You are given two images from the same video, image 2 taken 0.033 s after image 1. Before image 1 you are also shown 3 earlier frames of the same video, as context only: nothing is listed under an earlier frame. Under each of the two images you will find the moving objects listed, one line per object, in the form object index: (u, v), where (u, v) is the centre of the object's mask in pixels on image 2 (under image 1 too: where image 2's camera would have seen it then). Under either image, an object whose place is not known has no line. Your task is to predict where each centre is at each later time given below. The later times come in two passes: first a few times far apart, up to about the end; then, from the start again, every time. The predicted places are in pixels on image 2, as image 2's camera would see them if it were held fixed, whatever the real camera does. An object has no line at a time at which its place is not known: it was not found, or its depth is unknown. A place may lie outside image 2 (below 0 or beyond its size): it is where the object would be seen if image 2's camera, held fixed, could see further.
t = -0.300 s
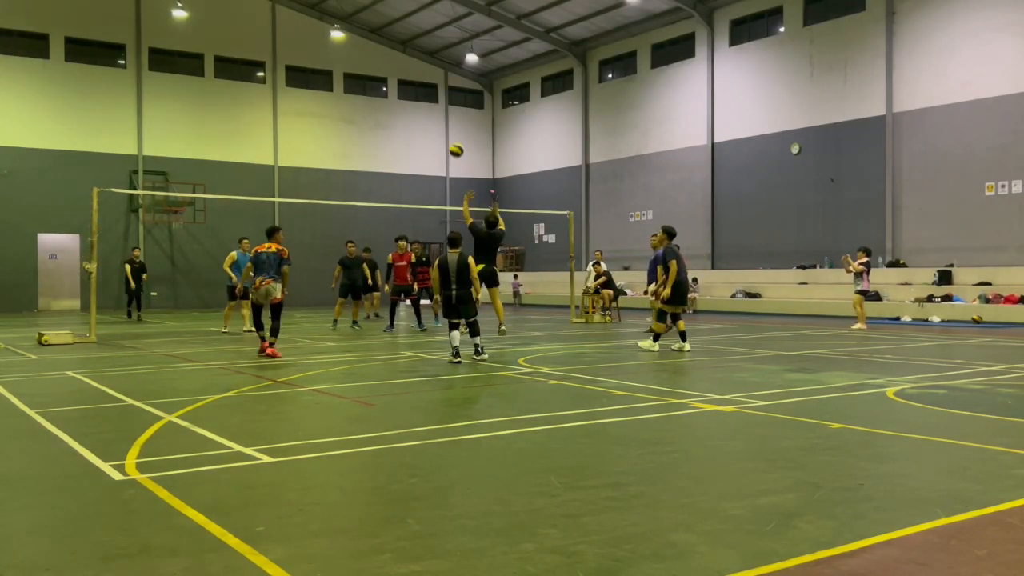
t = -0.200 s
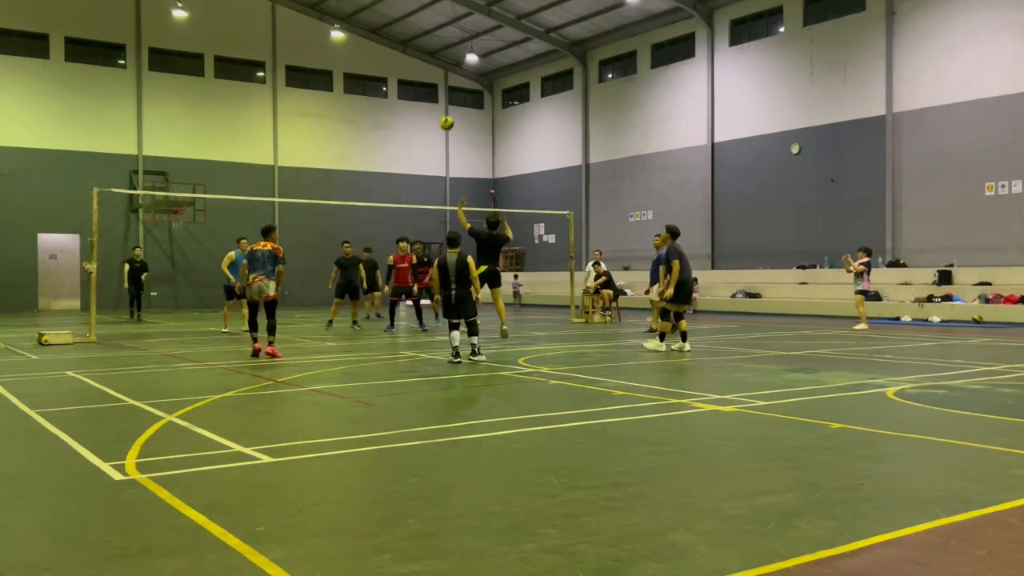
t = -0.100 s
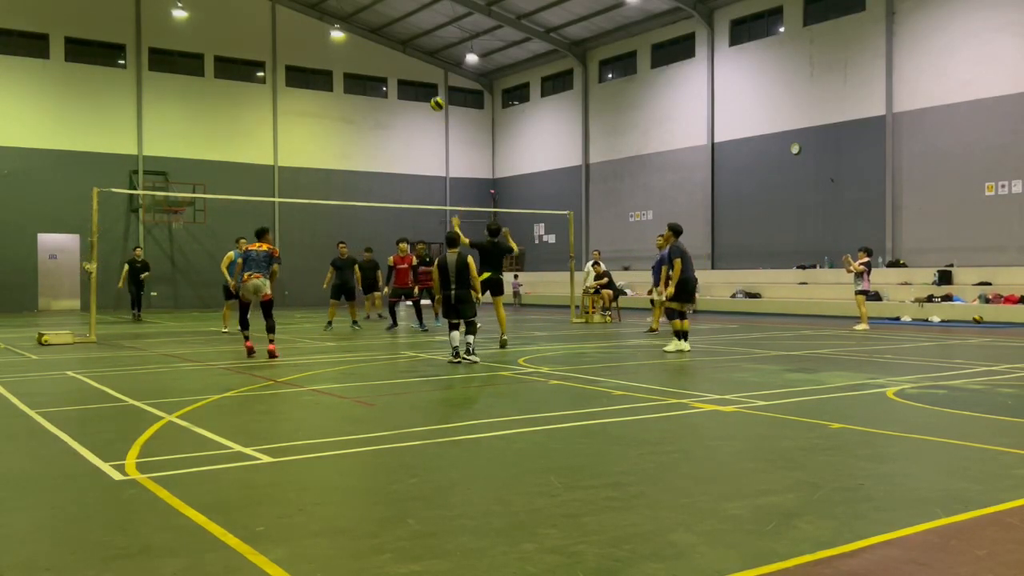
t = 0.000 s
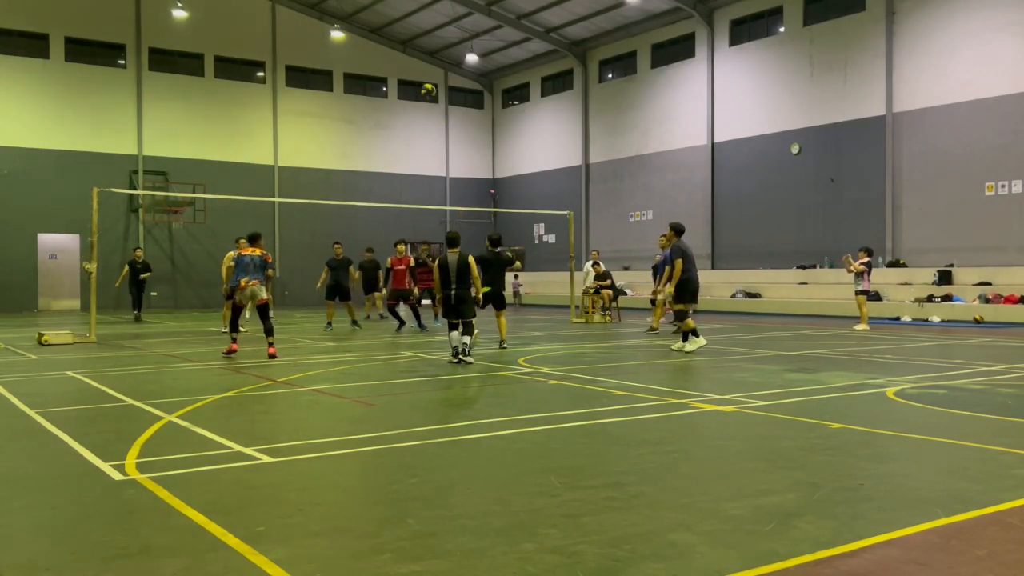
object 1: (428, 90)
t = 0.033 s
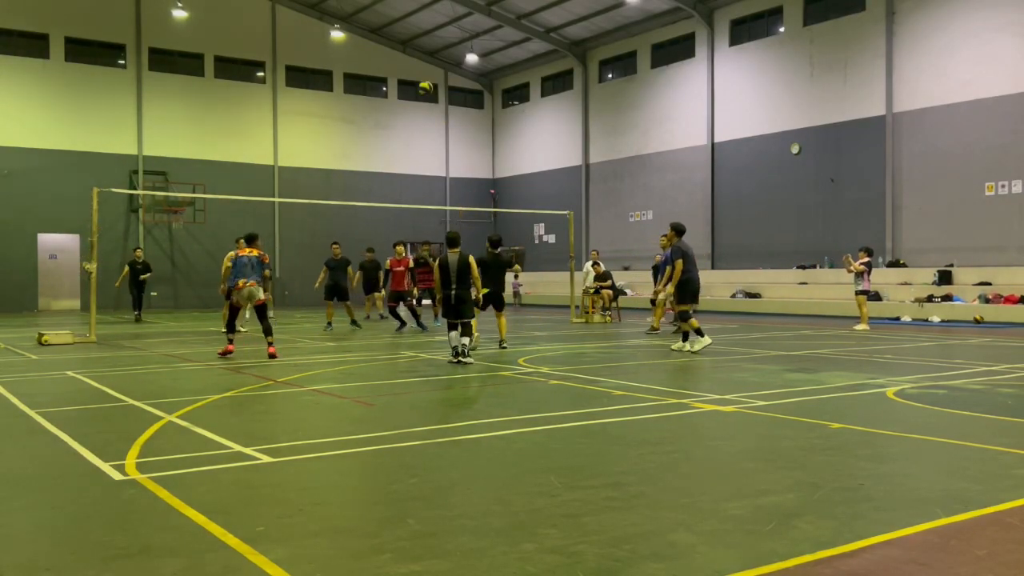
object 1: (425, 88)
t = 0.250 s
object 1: (407, 88)
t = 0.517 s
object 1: (386, 128)
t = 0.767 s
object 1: (369, 200)
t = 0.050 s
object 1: (424, 87)
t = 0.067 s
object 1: (422, 86)
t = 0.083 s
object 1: (421, 84)
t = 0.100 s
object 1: (420, 84)
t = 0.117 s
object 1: (418, 85)
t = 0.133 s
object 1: (417, 85)
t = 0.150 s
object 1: (415, 84)
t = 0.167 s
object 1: (414, 85)
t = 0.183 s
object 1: (413, 85)
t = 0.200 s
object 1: (411, 86)
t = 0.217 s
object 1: (410, 86)
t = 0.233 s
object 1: (409, 87)
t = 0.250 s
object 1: (407, 88)
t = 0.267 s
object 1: (406, 89)
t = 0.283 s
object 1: (404, 91)
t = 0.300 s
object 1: (403, 92)
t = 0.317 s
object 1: (402, 94)
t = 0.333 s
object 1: (401, 96)
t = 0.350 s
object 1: (399, 98)
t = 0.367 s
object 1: (398, 100)
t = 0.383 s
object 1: (396, 103)
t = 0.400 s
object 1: (395, 106)
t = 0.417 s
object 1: (394, 108)
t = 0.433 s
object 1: (392, 111)
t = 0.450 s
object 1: (391, 114)
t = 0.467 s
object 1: (390, 118)
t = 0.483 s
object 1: (389, 121)
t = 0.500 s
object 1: (387, 124)
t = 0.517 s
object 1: (386, 128)
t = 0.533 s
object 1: (385, 132)
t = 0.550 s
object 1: (384, 136)
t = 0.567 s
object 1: (383, 140)
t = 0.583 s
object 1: (382, 145)
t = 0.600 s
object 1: (380, 149)
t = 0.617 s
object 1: (379, 154)
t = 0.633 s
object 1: (378, 158)
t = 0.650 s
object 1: (377, 163)
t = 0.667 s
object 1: (376, 168)
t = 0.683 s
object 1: (375, 173)
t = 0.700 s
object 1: (374, 179)
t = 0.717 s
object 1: (373, 184)
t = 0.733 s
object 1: (371, 188)
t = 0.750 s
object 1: (371, 194)
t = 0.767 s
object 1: (369, 200)
